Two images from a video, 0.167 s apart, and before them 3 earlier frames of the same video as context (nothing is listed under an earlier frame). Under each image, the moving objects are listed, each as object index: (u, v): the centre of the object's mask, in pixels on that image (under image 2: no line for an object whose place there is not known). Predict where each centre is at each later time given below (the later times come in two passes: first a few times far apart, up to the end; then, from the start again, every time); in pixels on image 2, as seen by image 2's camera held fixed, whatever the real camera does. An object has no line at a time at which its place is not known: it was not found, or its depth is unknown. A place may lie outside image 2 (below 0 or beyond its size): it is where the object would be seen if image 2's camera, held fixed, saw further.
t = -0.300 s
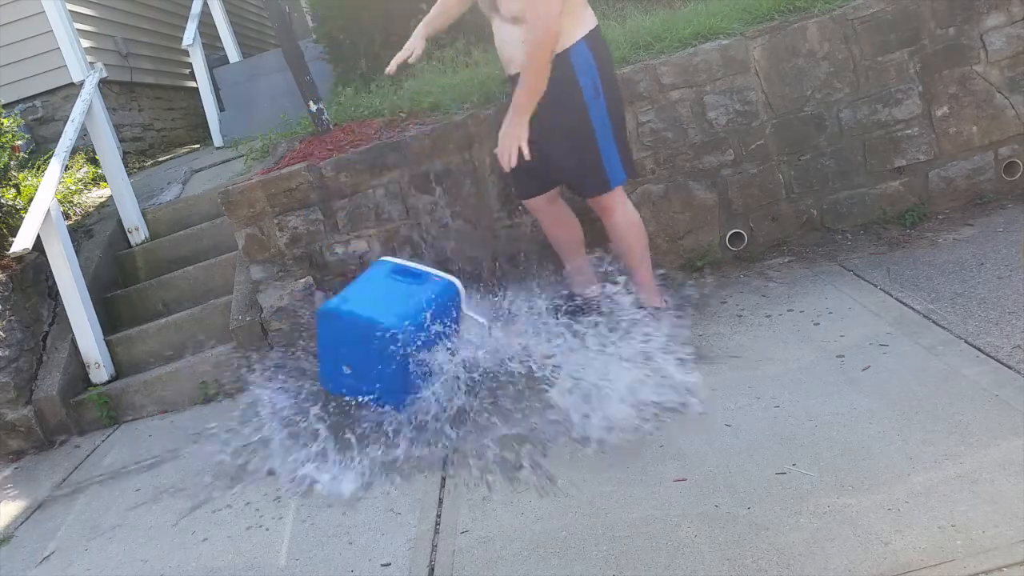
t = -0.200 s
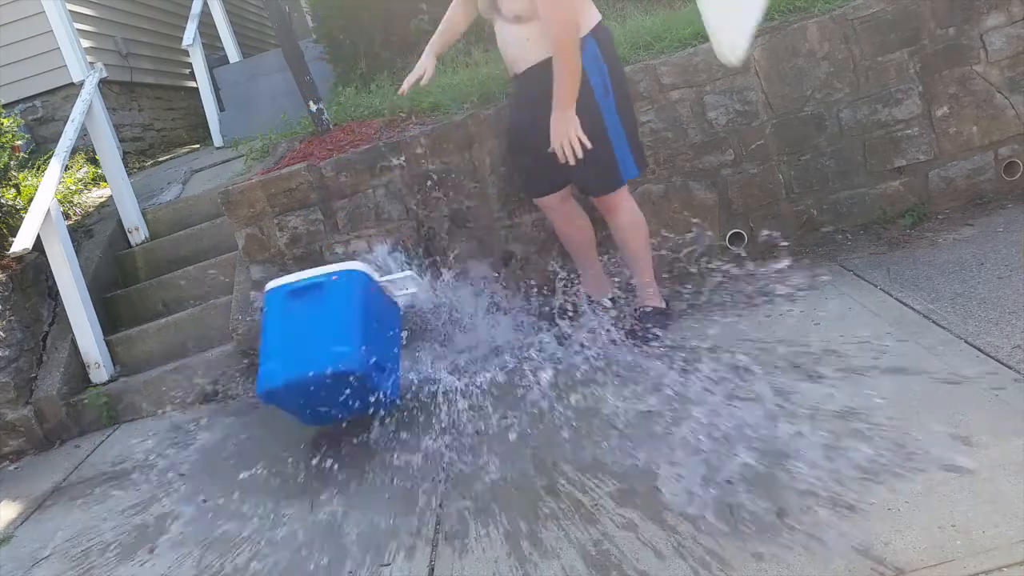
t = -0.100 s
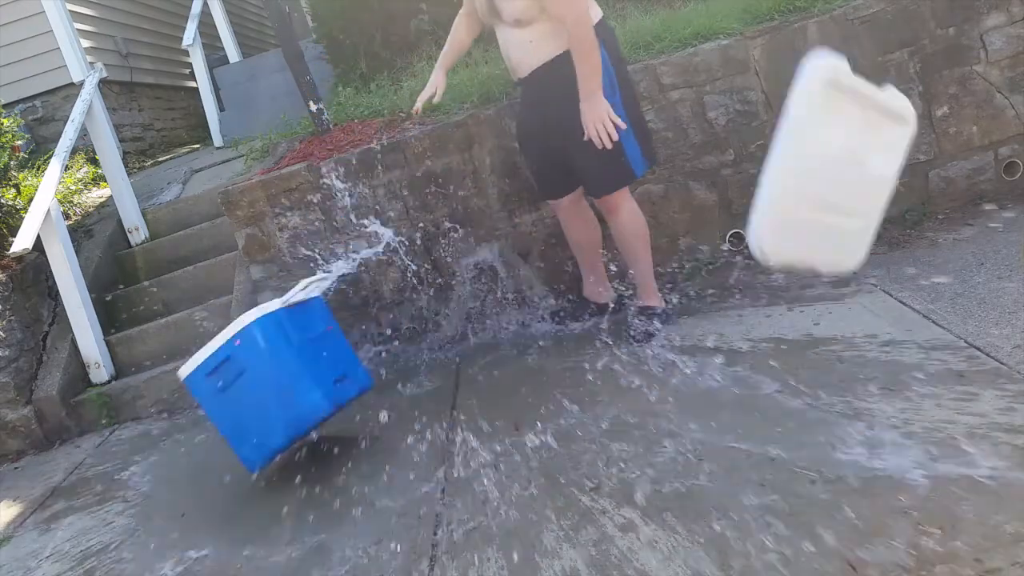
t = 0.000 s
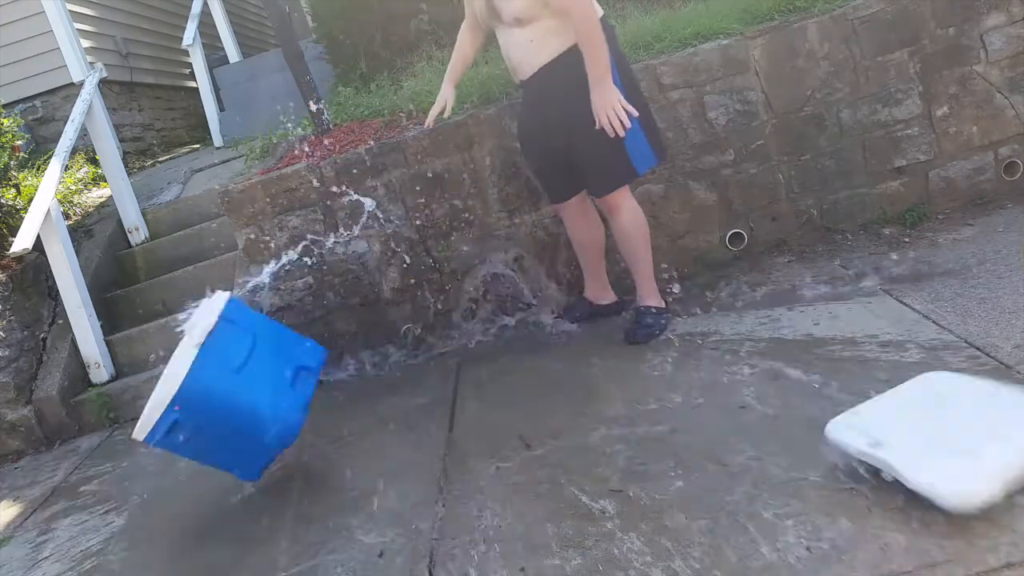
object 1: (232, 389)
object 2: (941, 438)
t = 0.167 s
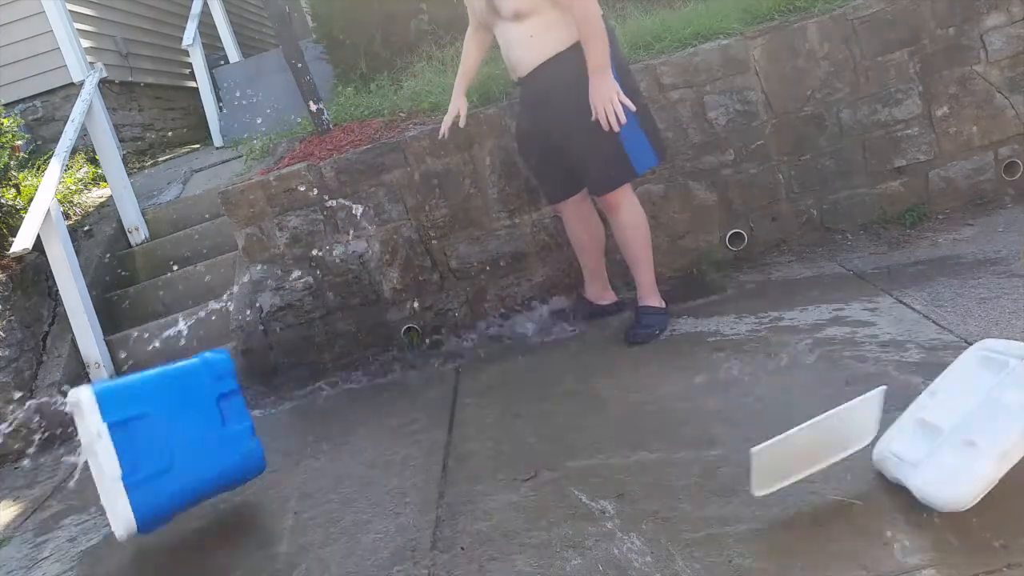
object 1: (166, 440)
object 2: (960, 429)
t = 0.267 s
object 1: (141, 483)
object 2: (963, 460)
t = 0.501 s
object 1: (104, 502)
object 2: (974, 504)
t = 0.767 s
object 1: (99, 508)
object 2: (975, 504)
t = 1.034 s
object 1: (113, 513)
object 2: (974, 504)
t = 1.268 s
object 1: (133, 513)
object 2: (974, 504)
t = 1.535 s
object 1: (119, 522)
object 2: (975, 504)
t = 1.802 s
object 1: (101, 535)
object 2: (974, 504)
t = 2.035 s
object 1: (102, 537)
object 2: (975, 504)
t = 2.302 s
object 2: (974, 504)
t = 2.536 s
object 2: (975, 504)
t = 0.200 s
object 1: (157, 464)
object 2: (962, 436)
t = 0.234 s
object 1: (147, 478)
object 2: (962, 446)
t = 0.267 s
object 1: (141, 483)
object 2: (963, 460)
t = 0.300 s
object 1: (135, 490)
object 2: (964, 477)
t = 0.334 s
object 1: (130, 497)
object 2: (965, 490)
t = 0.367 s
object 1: (121, 495)
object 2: (968, 498)
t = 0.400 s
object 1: (114, 494)
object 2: (971, 501)
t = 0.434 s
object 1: (108, 497)
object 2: (972, 503)
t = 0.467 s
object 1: (105, 501)
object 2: (973, 504)
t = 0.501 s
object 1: (104, 502)
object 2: (974, 504)
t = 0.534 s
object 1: (103, 504)
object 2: (975, 504)
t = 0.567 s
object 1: (101, 505)
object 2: (975, 504)
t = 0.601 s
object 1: (100, 505)
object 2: (975, 504)
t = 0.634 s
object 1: (101, 506)
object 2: (973, 505)
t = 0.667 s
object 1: (101, 506)
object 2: (973, 504)
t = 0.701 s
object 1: (100, 505)
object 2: (974, 503)
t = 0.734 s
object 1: (99, 507)
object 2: (975, 504)
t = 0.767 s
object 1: (99, 508)
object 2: (975, 504)
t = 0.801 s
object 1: (100, 509)
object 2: (975, 505)
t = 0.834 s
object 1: (101, 509)
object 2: (975, 504)
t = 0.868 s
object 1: (102, 509)
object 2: (975, 504)
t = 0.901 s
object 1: (102, 510)
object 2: (975, 504)
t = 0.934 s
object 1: (104, 511)
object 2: (974, 504)
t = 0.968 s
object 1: (106, 512)
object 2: (974, 504)
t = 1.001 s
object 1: (109, 512)
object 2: (974, 504)
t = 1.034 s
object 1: (113, 513)
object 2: (974, 504)
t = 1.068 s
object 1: (117, 514)
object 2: (974, 504)
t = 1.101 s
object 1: (120, 515)
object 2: (974, 504)
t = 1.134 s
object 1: (123, 514)
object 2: (975, 504)
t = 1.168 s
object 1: (128, 514)
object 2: (975, 504)
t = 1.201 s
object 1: (132, 515)
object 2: (974, 504)
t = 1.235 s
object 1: (132, 513)
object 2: (974, 504)
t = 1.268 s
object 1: (133, 513)
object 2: (974, 504)
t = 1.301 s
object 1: (131, 514)
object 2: (974, 504)
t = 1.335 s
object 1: (129, 514)
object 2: (975, 504)
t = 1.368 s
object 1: (126, 516)
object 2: (975, 504)
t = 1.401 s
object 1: (122, 517)
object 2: (974, 504)
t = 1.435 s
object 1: (121, 518)
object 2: (974, 504)
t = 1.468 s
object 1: (121, 520)
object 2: (975, 504)
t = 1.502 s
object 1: (120, 521)
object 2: (974, 504)
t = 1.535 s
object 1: (119, 522)
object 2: (975, 504)
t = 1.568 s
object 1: (117, 524)
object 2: (974, 504)
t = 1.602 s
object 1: (115, 527)
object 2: (975, 504)
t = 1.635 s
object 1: (111, 529)
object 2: (974, 504)
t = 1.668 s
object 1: (107, 532)
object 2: (975, 504)
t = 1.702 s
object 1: (105, 532)
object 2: (974, 504)
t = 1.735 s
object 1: (103, 533)
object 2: (975, 504)
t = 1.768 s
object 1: (102, 535)
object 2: (974, 504)
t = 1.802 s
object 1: (101, 535)
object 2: (974, 504)
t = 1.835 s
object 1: (102, 537)
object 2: (974, 504)
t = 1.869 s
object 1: (101, 536)
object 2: (974, 504)
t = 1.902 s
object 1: (102, 537)
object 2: (974, 504)
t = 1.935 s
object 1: (102, 537)
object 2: (975, 504)
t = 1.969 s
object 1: (102, 537)
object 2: (975, 504)
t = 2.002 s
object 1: (102, 537)
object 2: (974, 504)
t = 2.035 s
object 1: (102, 537)
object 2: (975, 504)
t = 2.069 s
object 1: (102, 537)
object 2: (975, 504)
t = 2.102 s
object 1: (102, 537)
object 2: (974, 504)
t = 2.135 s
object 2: (974, 504)
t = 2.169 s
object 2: (974, 504)
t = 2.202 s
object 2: (975, 504)
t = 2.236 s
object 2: (975, 504)
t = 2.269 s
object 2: (974, 504)
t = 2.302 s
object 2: (974, 504)
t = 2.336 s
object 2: (974, 504)
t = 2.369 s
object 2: (975, 504)
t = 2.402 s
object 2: (974, 504)
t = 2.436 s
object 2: (975, 504)
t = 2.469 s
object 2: (975, 504)
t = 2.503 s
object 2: (975, 504)
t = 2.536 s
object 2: (975, 504)
